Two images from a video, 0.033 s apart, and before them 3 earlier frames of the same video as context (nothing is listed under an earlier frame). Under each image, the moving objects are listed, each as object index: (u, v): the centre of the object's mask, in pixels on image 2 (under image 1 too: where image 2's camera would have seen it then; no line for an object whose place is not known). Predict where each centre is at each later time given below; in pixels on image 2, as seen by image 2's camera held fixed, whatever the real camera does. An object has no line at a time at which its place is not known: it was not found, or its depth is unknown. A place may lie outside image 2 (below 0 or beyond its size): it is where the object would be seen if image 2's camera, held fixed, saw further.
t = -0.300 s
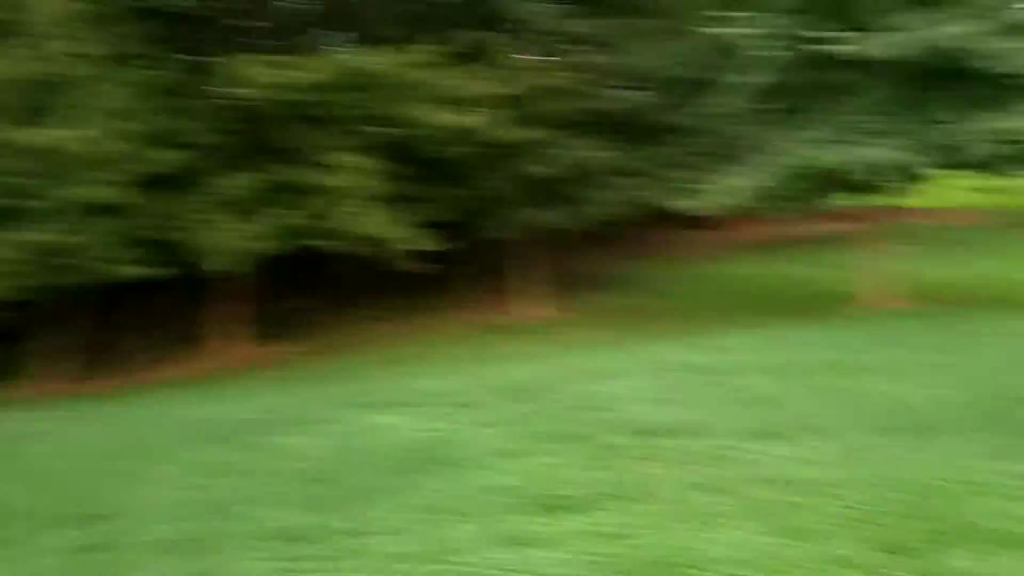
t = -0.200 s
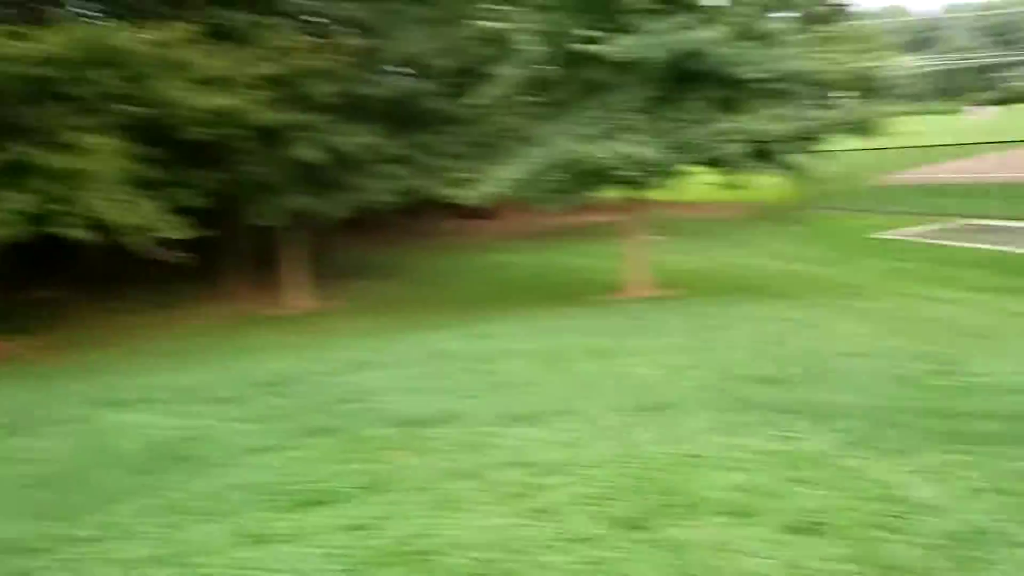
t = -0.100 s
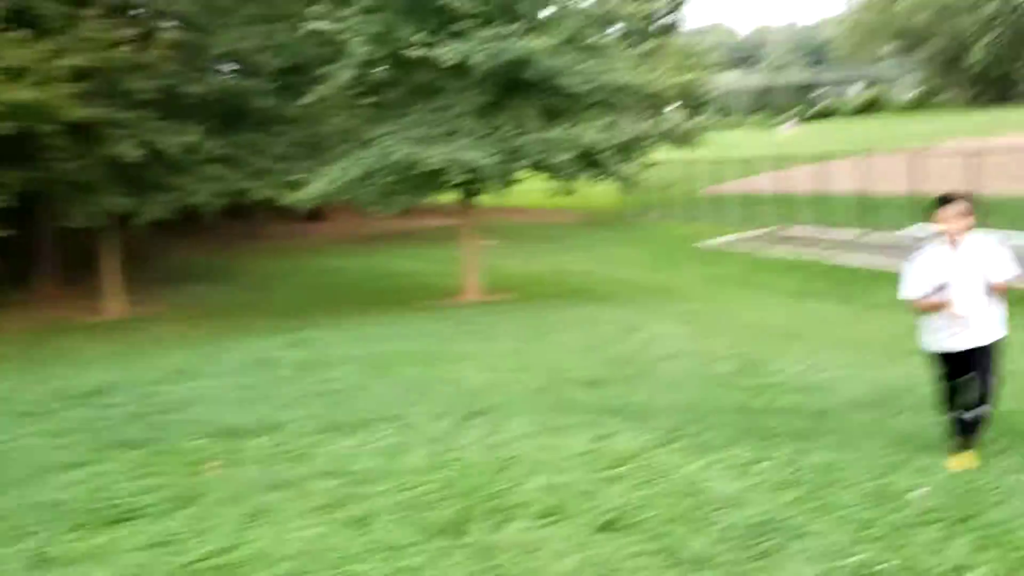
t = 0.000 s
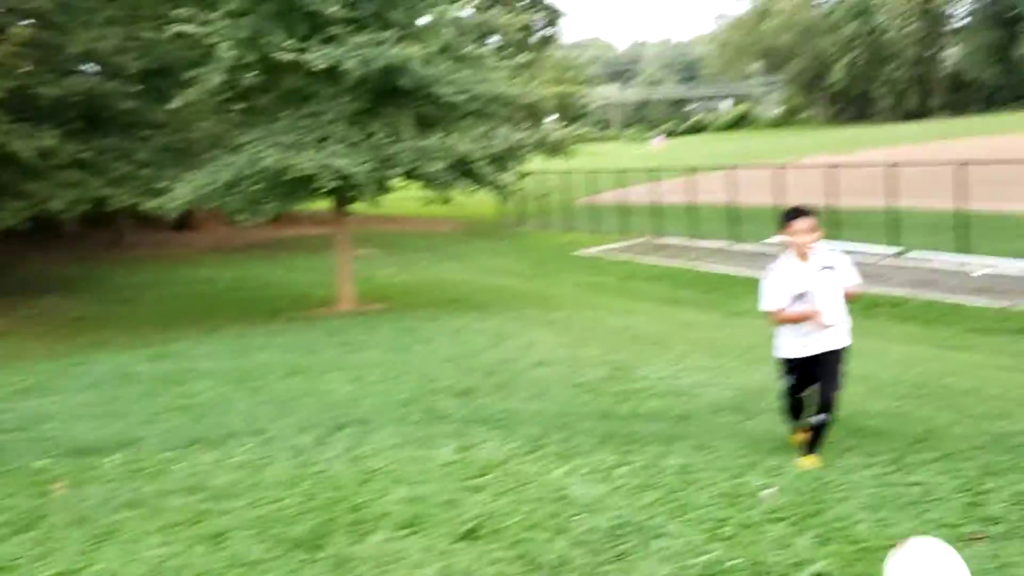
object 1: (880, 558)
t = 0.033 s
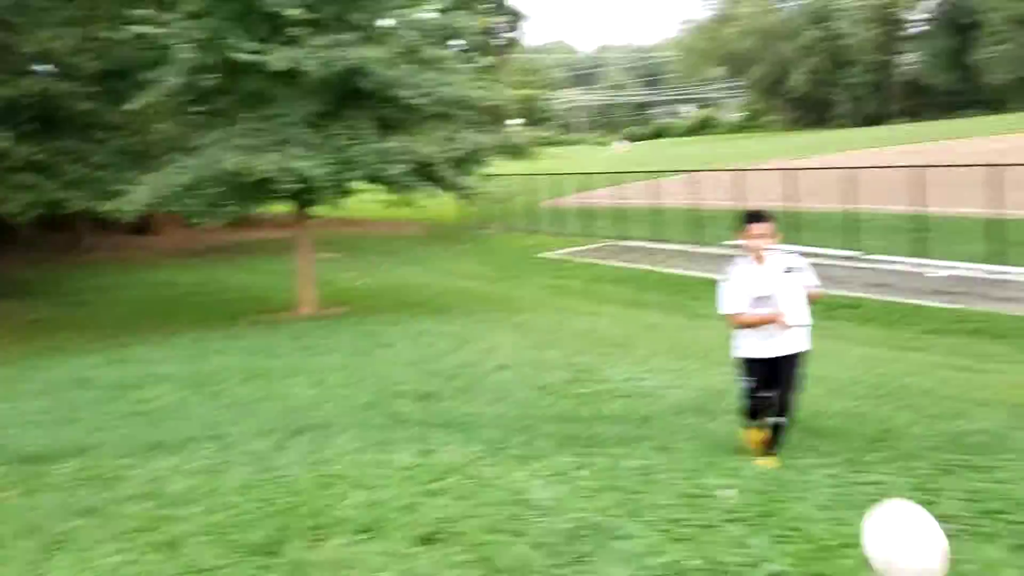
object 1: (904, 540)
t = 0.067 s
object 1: (926, 511)
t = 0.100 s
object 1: (945, 484)
